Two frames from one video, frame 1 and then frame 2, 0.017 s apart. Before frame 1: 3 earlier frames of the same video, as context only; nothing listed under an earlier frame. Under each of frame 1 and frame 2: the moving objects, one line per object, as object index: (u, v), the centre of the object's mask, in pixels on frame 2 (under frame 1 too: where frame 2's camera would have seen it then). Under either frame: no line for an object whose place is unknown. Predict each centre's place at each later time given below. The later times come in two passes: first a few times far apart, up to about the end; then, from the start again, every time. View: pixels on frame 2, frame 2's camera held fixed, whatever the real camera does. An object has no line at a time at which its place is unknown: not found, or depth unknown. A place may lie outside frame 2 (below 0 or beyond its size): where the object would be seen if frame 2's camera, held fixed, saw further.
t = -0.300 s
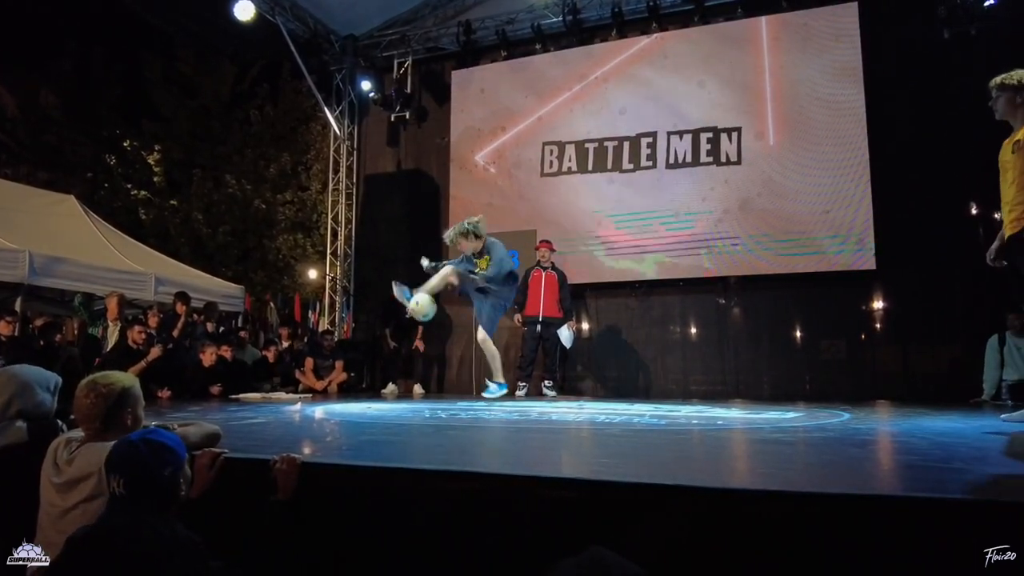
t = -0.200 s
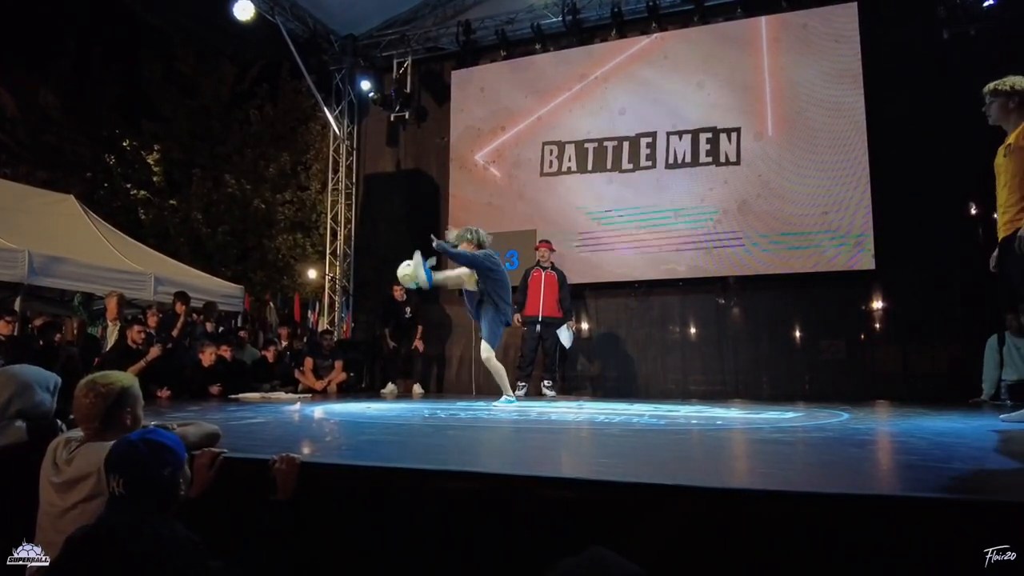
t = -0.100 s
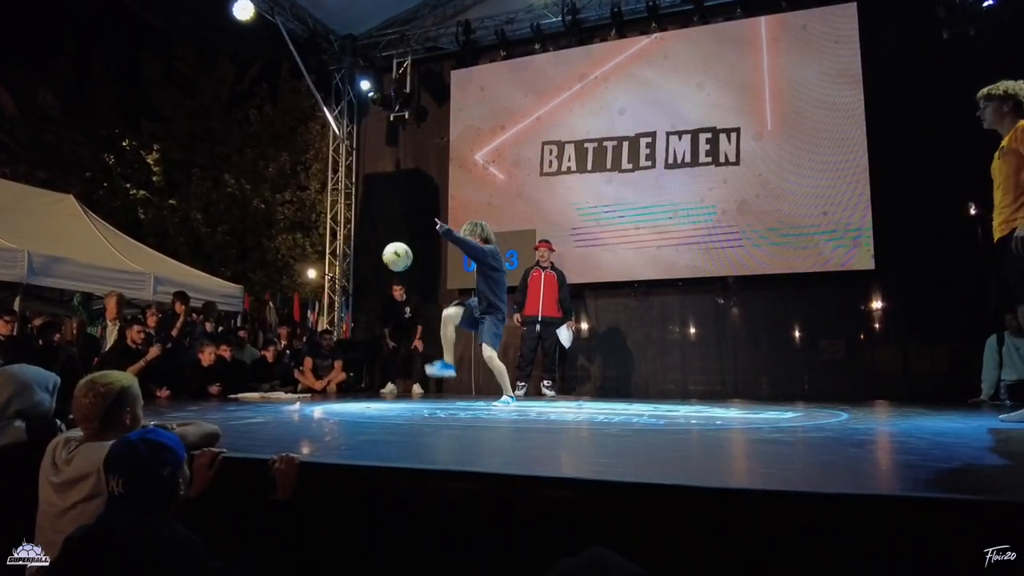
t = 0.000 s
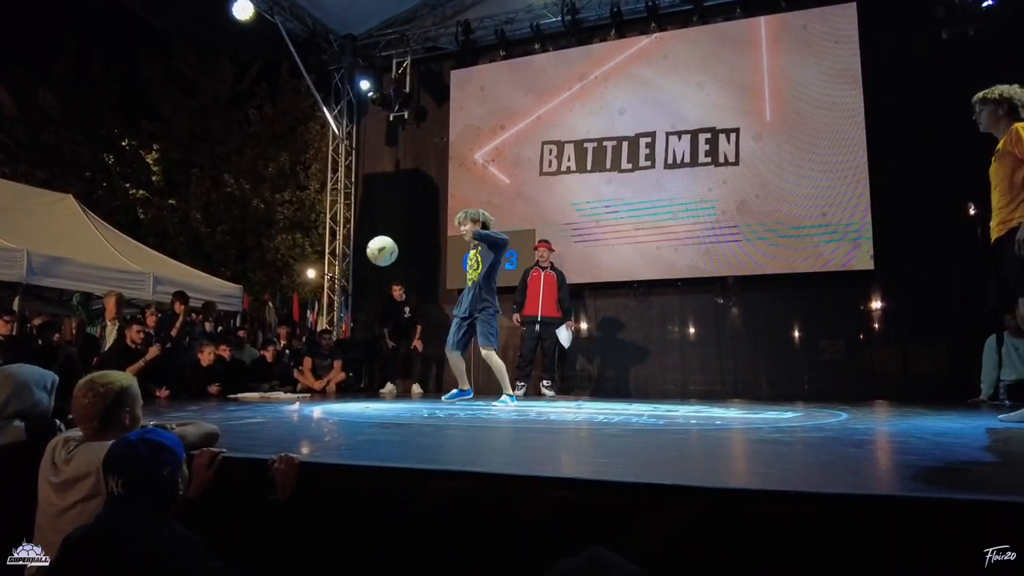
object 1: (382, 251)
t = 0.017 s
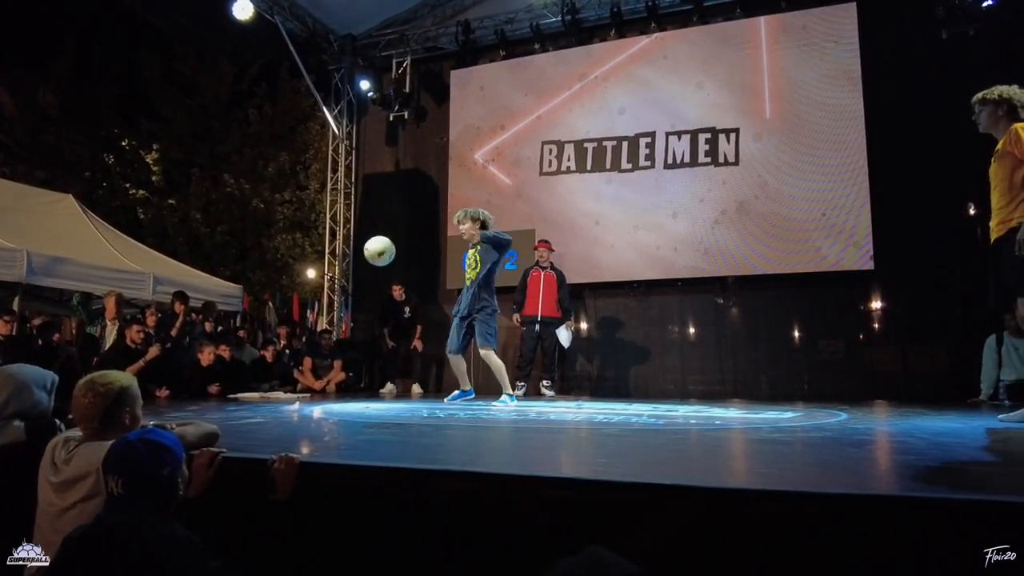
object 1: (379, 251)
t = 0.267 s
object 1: (333, 305)
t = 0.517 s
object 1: (282, 362)
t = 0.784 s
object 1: (236, 309)
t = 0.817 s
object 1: (228, 311)
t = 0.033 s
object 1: (377, 251)
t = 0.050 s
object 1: (374, 252)
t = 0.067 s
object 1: (371, 254)
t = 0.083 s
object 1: (368, 255)
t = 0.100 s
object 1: (365, 258)
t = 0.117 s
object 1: (362, 260)
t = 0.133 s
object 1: (359, 263)
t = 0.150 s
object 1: (356, 267)
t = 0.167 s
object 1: (353, 271)
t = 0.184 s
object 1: (350, 275)
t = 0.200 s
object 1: (347, 280)
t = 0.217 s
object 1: (344, 286)
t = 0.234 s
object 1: (340, 291)
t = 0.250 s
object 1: (337, 298)
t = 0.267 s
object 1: (333, 305)
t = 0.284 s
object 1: (329, 313)
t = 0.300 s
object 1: (326, 322)
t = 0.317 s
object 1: (322, 330)
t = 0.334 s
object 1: (318, 339)
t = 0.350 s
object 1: (314, 349)
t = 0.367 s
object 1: (310, 359)
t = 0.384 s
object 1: (306, 371)
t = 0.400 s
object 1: (302, 381)
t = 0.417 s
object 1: (297, 394)
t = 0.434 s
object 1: (294, 397)
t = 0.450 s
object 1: (291, 389)
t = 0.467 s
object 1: (289, 381)
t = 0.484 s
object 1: (287, 374)
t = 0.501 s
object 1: (285, 369)
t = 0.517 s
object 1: (282, 362)
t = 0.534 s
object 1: (280, 355)
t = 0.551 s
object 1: (278, 349)
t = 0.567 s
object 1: (275, 343)
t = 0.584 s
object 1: (272, 338)
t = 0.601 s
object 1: (270, 333)
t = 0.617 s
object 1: (267, 329)
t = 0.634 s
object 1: (264, 324)
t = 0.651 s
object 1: (261, 321)
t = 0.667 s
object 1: (258, 318)
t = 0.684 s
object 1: (255, 315)
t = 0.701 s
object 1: (252, 313)
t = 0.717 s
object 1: (250, 311)
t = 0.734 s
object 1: (246, 310)
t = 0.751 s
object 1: (243, 309)
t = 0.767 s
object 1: (239, 309)
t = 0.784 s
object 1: (236, 309)
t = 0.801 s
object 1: (232, 310)
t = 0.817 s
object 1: (228, 311)
